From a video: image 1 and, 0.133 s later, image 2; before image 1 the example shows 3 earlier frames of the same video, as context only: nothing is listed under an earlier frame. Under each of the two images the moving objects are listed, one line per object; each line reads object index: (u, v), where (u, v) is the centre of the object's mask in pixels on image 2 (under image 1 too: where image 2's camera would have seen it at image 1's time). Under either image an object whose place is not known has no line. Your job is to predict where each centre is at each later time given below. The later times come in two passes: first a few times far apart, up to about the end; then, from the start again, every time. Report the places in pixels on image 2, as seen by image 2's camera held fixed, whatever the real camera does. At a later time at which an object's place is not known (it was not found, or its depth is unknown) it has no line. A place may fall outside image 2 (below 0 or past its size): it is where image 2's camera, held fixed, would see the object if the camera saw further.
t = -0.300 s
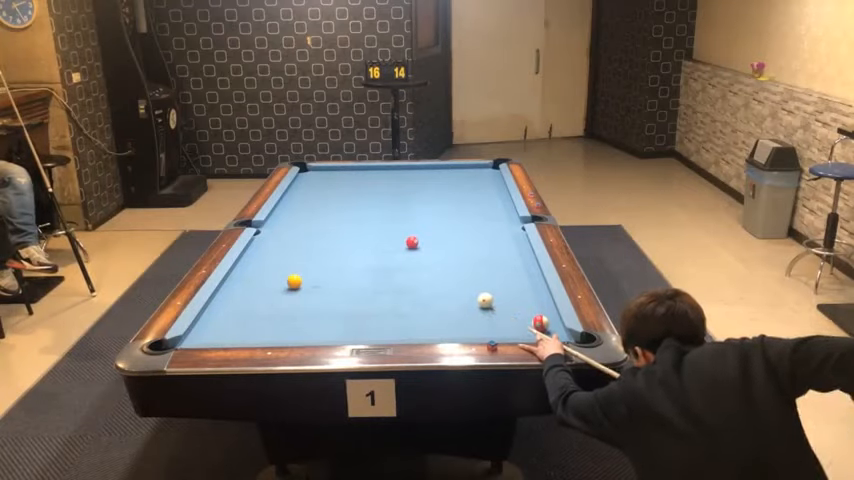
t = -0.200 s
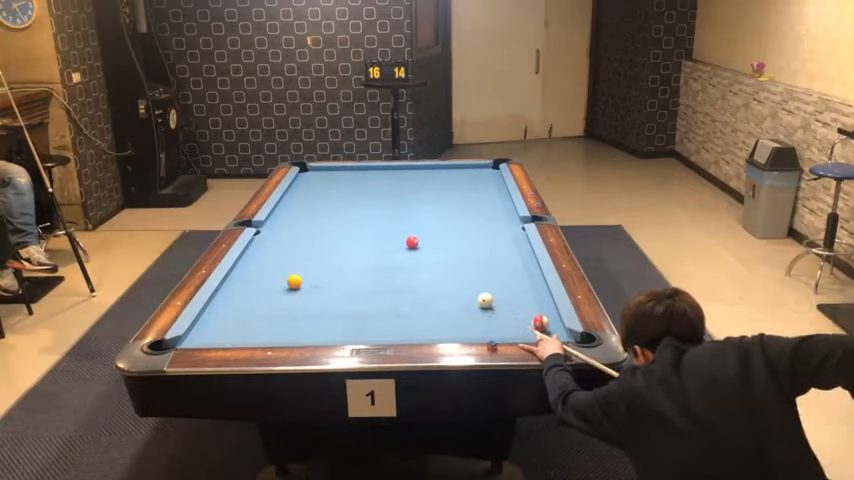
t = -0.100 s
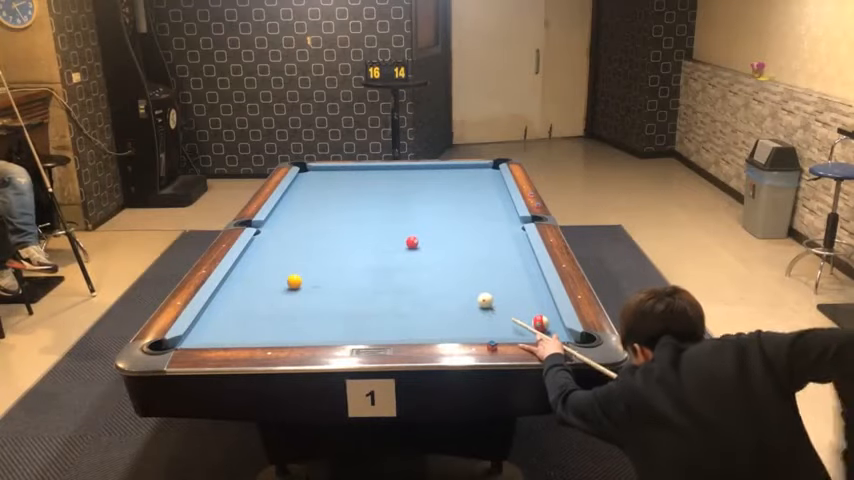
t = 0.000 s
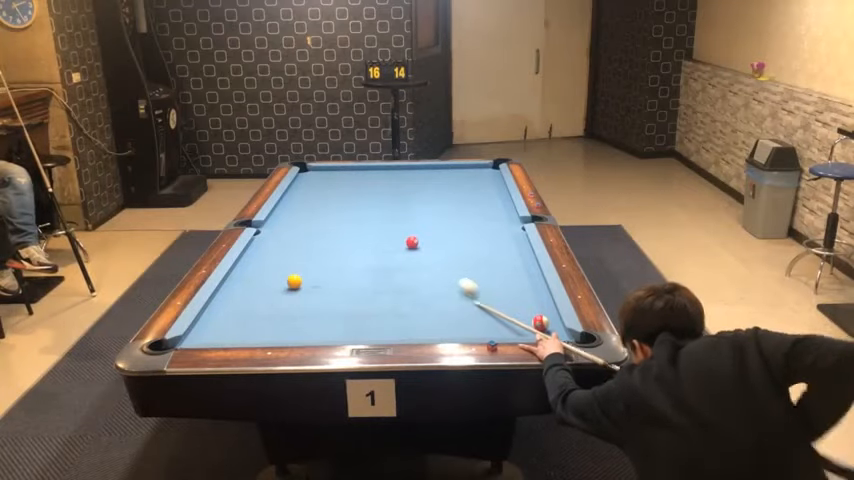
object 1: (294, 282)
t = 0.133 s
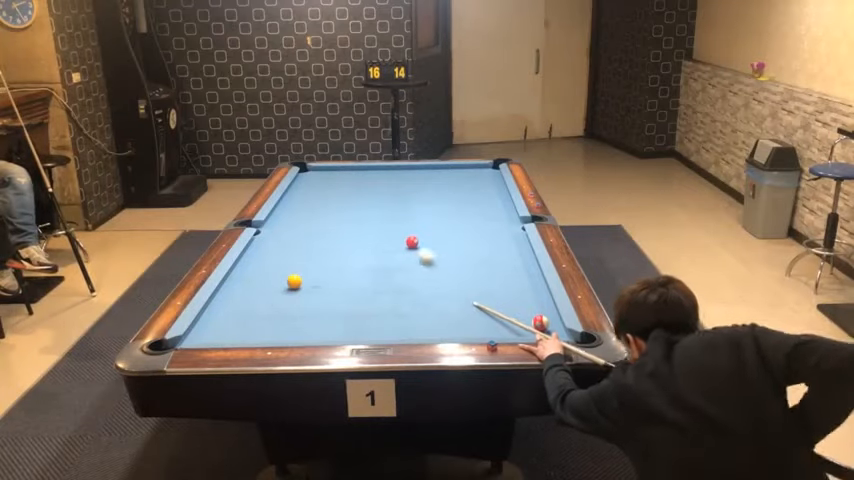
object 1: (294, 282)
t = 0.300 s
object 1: (294, 282)
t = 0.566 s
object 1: (294, 282)
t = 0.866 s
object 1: (294, 282)
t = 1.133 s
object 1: (294, 282)
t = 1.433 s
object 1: (294, 282)
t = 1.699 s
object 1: (294, 282)
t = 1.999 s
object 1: (295, 283)
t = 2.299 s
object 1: (302, 290)
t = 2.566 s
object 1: (308, 295)
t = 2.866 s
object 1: (315, 301)
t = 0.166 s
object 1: (294, 282)
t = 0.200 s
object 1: (294, 282)
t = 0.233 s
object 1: (294, 282)
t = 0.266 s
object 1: (294, 282)
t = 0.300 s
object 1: (294, 282)
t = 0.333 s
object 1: (294, 282)
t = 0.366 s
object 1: (294, 282)
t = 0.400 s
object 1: (294, 282)
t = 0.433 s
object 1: (294, 282)
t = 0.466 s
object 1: (294, 282)
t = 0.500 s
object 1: (294, 282)
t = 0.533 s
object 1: (294, 282)
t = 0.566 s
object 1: (294, 282)
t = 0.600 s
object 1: (294, 282)
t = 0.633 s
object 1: (294, 282)
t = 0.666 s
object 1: (294, 282)
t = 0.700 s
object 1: (294, 282)
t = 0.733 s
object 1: (294, 282)
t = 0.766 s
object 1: (294, 282)
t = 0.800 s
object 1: (294, 282)
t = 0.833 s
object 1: (294, 282)
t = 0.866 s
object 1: (294, 282)
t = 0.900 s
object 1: (294, 282)
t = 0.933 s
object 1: (294, 282)
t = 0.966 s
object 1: (294, 282)
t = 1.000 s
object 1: (294, 282)
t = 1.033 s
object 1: (294, 282)
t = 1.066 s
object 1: (294, 282)
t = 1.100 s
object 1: (294, 282)
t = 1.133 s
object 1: (294, 282)
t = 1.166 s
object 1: (294, 282)
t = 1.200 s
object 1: (294, 282)
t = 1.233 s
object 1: (294, 282)
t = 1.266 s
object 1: (294, 282)
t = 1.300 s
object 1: (294, 282)
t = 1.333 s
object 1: (294, 282)
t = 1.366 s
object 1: (294, 282)
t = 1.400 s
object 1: (294, 282)
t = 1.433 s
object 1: (294, 282)
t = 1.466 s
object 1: (294, 282)
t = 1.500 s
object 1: (294, 282)
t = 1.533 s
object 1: (294, 282)
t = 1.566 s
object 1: (294, 282)
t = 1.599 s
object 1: (294, 282)
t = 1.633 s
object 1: (294, 282)
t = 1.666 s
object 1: (294, 282)
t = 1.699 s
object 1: (294, 282)
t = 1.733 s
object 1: (294, 282)
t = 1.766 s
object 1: (294, 282)
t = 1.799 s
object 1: (294, 282)
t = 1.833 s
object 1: (294, 282)
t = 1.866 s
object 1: (294, 282)
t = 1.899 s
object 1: (294, 282)
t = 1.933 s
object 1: (294, 282)
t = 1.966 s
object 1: (294, 283)
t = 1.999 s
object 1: (295, 283)
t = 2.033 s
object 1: (296, 284)
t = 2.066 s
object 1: (296, 284)
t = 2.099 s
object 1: (297, 285)
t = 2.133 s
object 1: (298, 286)
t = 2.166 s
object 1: (299, 287)
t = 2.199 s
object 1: (300, 287)
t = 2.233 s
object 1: (300, 288)
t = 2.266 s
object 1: (301, 288)
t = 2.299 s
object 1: (302, 290)
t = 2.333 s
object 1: (303, 290)
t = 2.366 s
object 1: (304, 291)
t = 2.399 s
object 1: (305, 292)
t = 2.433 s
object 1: (305, 292)
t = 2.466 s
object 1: (306, 293)
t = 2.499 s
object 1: (307, 294)
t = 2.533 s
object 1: (308, 294)
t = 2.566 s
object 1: (308, 295)
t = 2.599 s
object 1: (309, 295)
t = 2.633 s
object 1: (310, 296)
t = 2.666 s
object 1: (311, 296)
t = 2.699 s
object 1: (311, 297)
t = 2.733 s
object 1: (312, 298)
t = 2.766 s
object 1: (313, 299)
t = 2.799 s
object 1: (313, 299)
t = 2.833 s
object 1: (314, 300)
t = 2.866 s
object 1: (315, 301)
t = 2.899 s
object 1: (316, 302)
